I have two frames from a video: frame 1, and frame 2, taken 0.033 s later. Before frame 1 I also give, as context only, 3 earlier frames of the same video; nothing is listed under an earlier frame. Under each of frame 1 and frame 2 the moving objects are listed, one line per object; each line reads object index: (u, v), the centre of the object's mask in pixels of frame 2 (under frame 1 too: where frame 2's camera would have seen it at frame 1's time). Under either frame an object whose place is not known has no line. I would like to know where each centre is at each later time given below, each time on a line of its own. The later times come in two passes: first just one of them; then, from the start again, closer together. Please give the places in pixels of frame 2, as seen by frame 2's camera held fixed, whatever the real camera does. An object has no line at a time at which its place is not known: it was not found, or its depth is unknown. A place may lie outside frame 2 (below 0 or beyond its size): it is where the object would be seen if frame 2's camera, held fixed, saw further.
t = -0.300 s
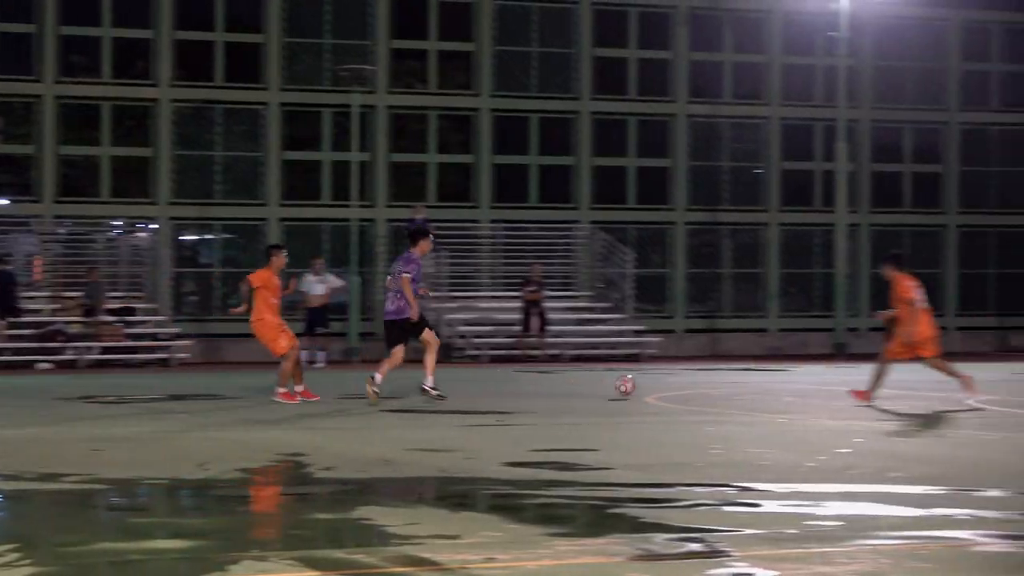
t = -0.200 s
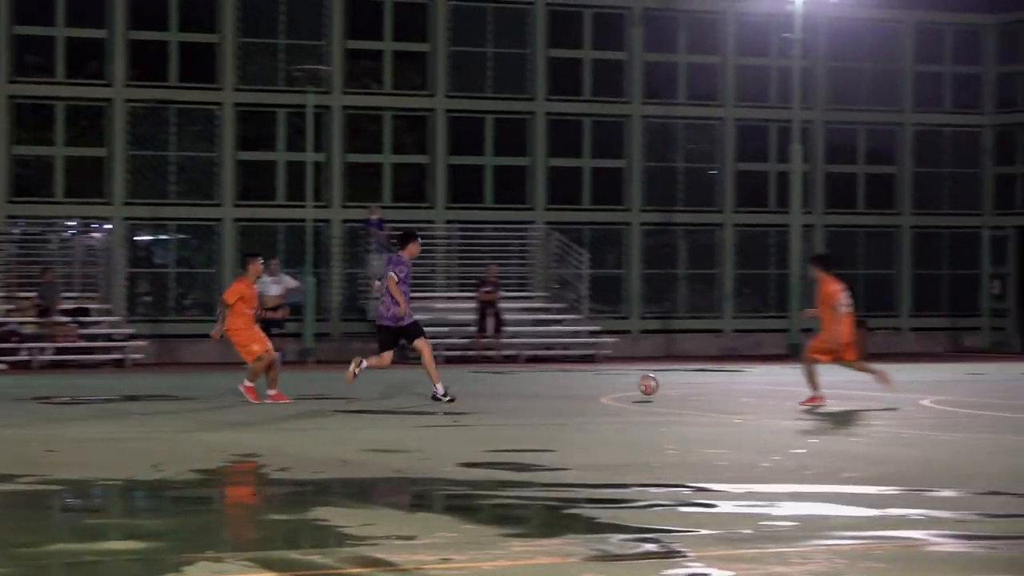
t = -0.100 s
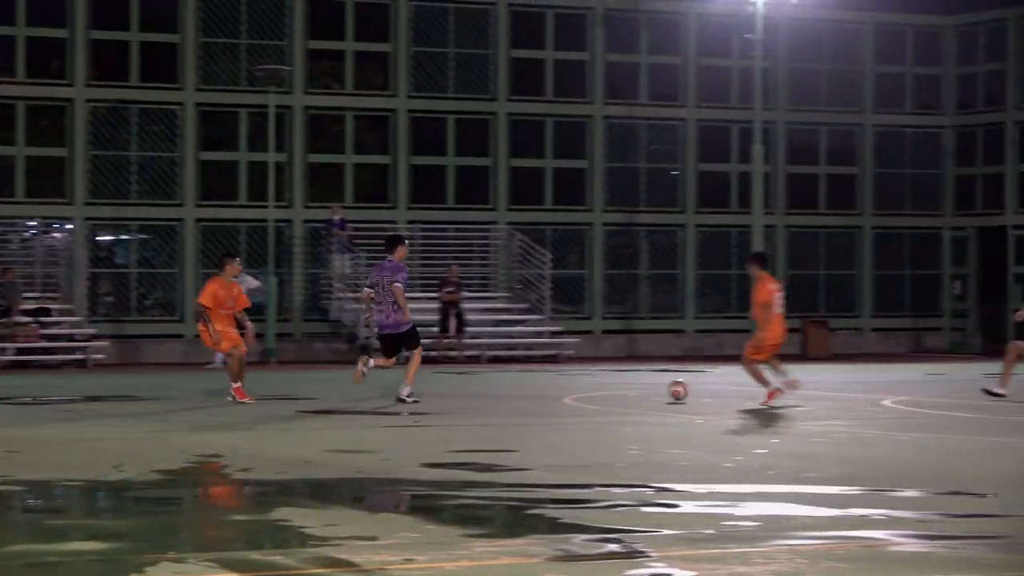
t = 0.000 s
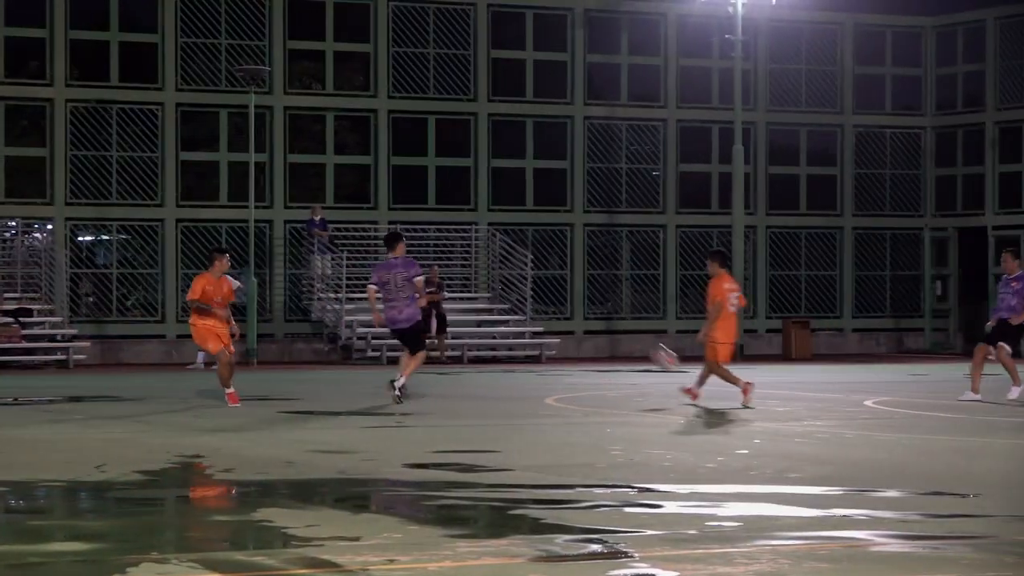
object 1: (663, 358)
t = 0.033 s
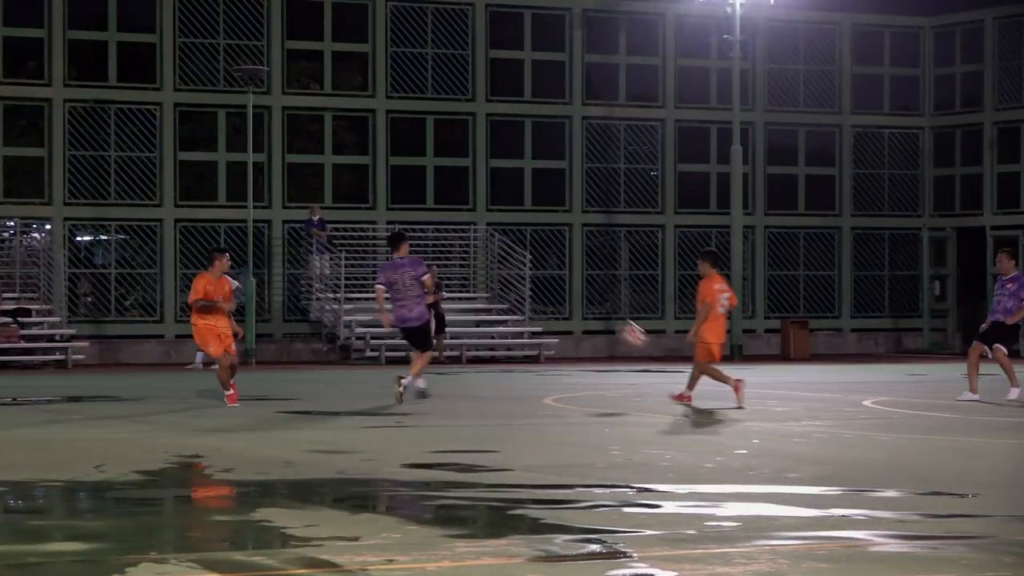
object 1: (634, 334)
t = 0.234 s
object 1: (436, 204)
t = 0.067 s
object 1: (600, 310)
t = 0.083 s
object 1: (585, 300)
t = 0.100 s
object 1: (567, 287)
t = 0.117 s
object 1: (551, 277)
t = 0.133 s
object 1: (536, 266)
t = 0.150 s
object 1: (519, 256)
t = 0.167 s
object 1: (502, 244)
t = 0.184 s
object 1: (486, 235)
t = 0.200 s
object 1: (470, 225)
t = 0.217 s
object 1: (453, 214)
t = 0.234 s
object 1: (436, 204)
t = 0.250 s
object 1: (419, 195)
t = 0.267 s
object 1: (404, 187)
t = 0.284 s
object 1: (387, 177)
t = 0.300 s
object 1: (370, 167)
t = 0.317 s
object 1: (354, 159)
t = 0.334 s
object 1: (337, 150)
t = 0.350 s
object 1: (320, 142)
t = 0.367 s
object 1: (304, 134)
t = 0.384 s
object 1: (287, 126)
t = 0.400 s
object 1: (270, 118)
